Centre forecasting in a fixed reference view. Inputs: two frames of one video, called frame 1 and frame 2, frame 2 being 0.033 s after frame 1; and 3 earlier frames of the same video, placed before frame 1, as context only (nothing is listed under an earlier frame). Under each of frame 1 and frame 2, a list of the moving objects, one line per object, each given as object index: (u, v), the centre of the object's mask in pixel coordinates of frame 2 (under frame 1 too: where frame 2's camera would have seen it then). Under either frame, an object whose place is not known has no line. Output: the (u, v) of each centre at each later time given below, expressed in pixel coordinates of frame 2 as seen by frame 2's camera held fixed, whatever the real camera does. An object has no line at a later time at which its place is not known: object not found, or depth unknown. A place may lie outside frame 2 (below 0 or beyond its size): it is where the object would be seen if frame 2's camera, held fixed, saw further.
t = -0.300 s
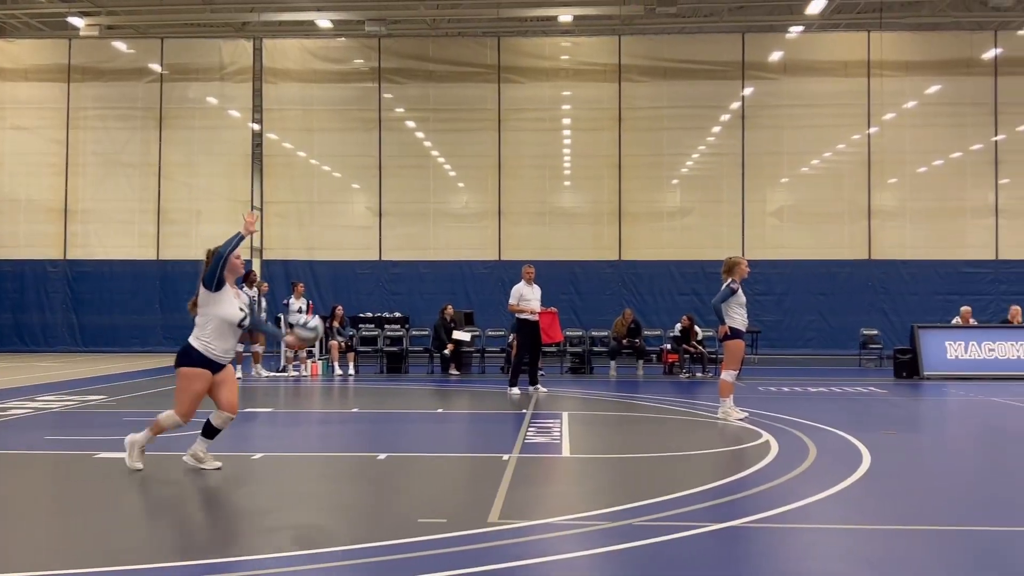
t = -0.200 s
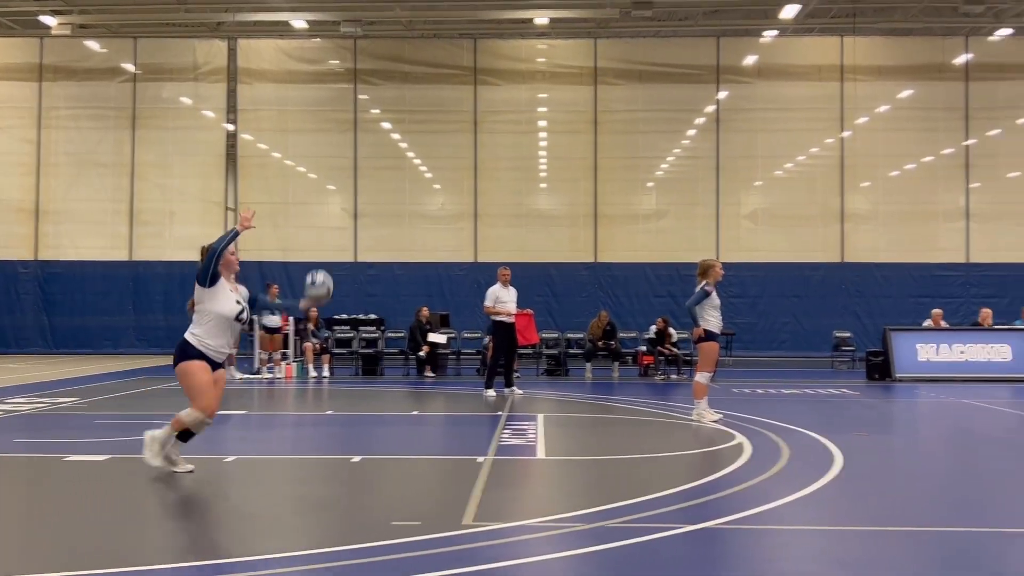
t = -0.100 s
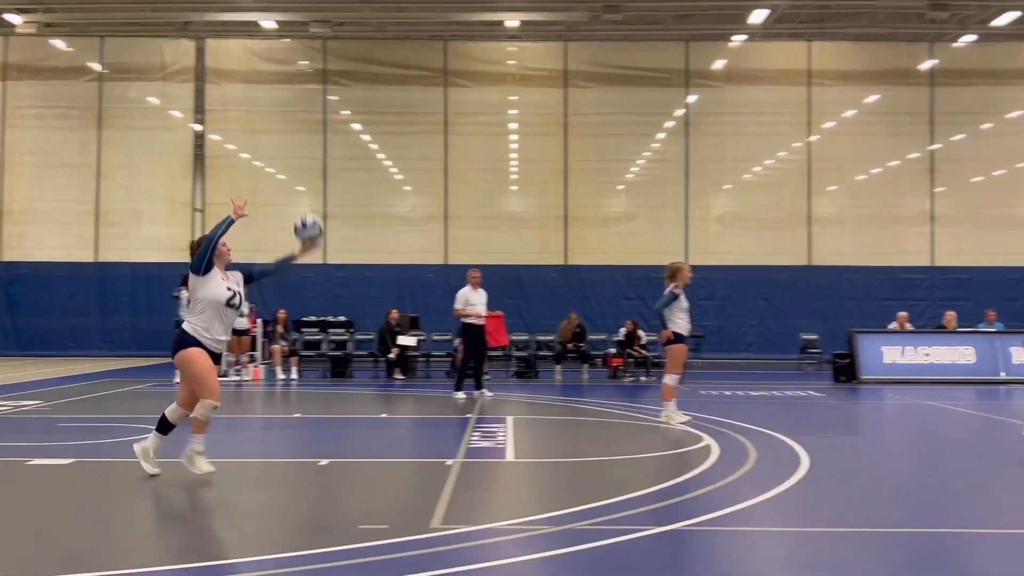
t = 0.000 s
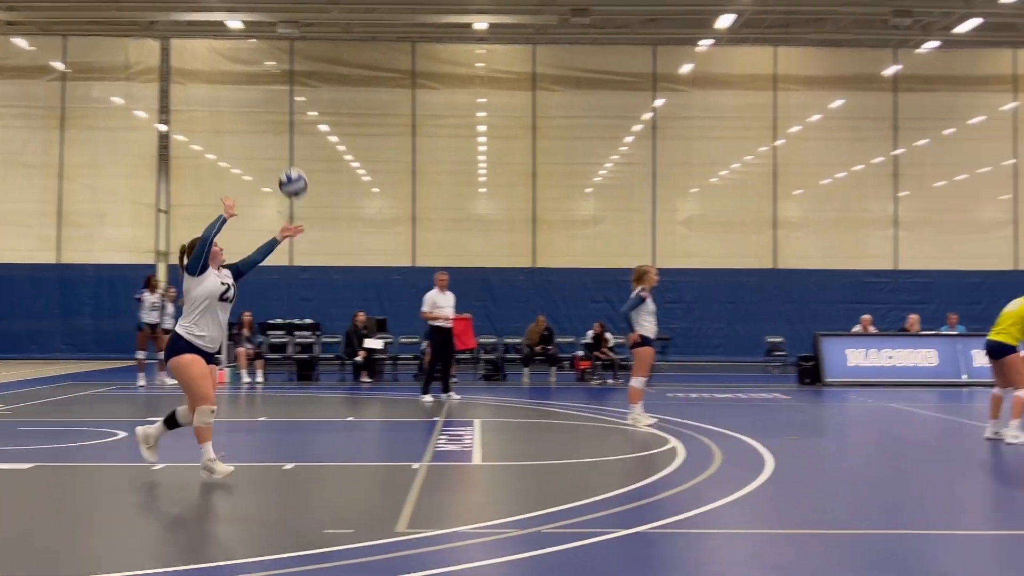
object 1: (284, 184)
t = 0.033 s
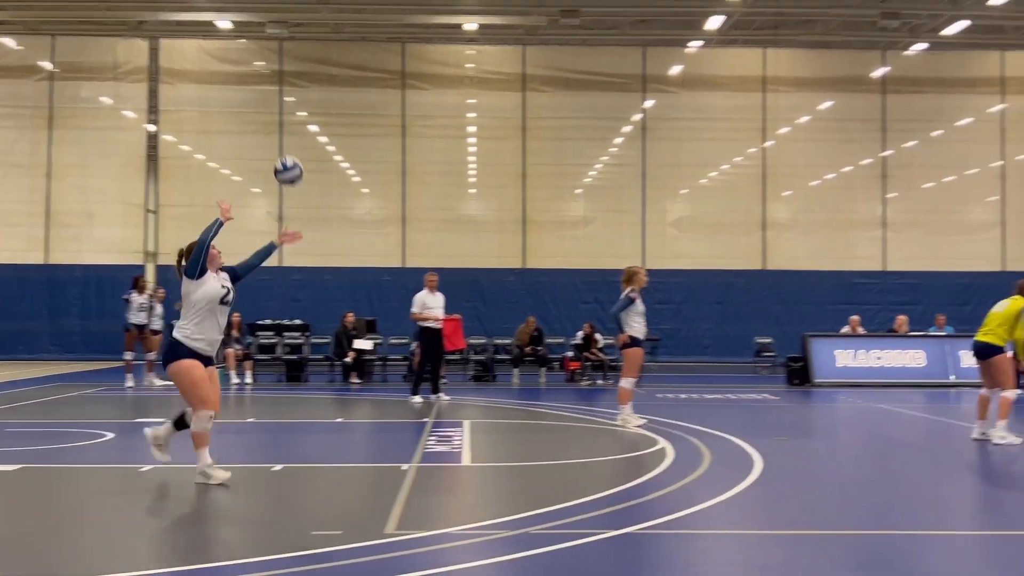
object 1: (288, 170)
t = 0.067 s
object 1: (293, 160)
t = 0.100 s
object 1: (297, 150)
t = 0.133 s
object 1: (300, 142)
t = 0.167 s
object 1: (303, 136)
